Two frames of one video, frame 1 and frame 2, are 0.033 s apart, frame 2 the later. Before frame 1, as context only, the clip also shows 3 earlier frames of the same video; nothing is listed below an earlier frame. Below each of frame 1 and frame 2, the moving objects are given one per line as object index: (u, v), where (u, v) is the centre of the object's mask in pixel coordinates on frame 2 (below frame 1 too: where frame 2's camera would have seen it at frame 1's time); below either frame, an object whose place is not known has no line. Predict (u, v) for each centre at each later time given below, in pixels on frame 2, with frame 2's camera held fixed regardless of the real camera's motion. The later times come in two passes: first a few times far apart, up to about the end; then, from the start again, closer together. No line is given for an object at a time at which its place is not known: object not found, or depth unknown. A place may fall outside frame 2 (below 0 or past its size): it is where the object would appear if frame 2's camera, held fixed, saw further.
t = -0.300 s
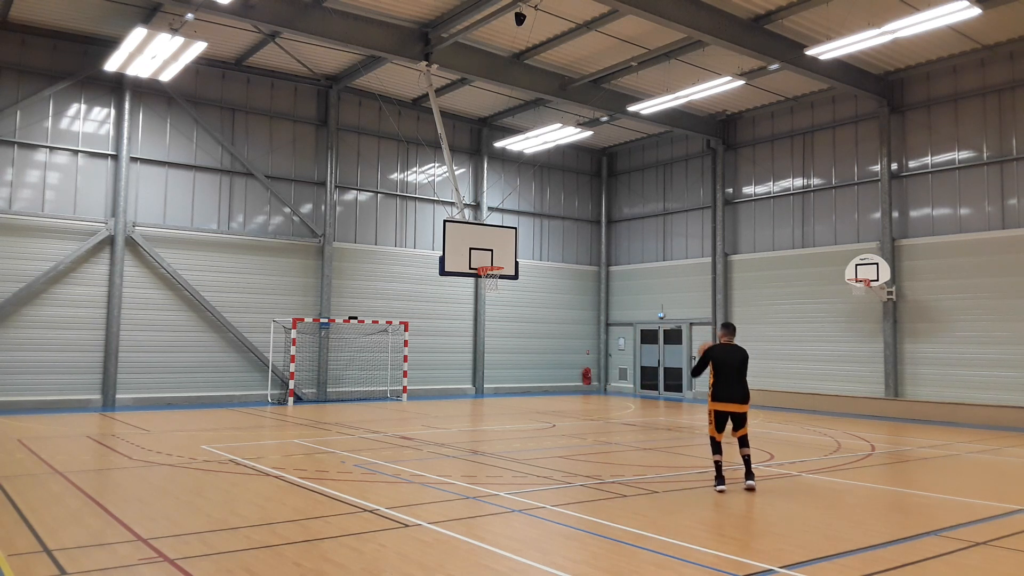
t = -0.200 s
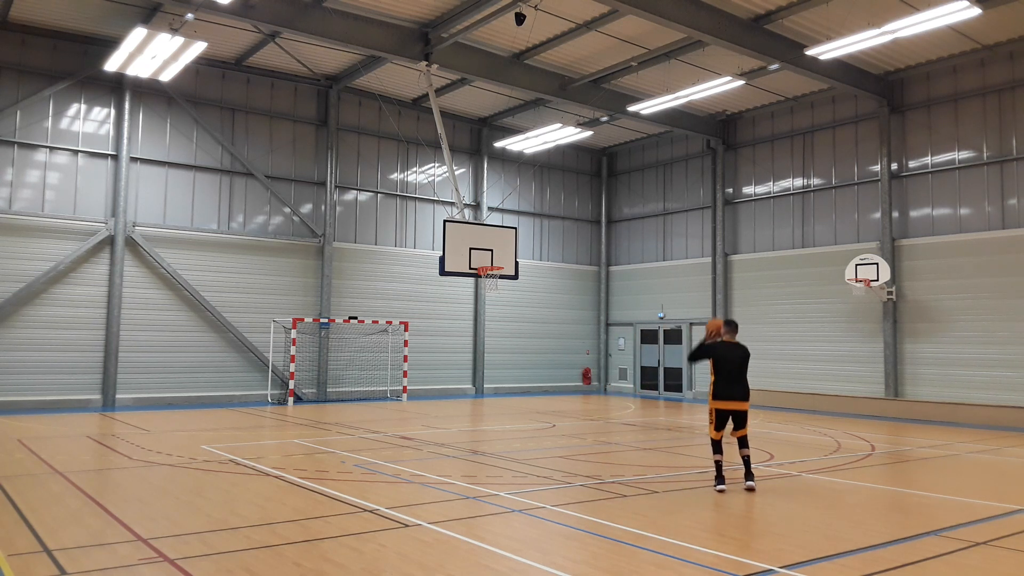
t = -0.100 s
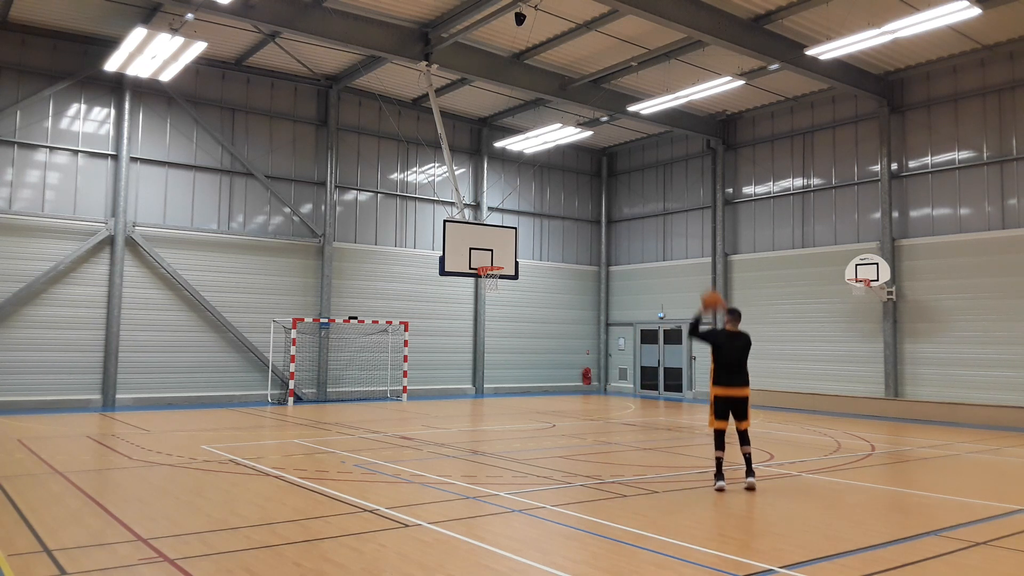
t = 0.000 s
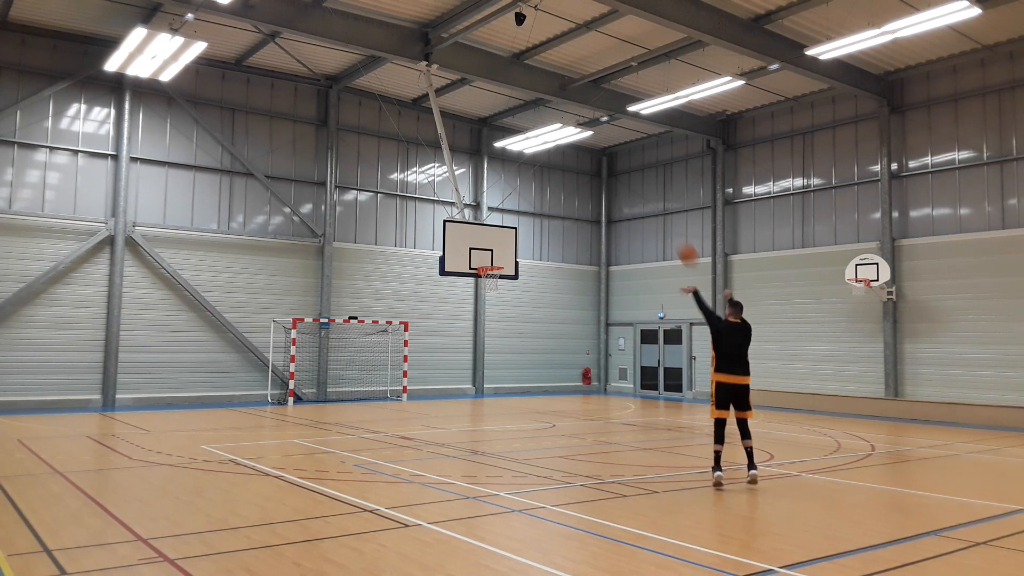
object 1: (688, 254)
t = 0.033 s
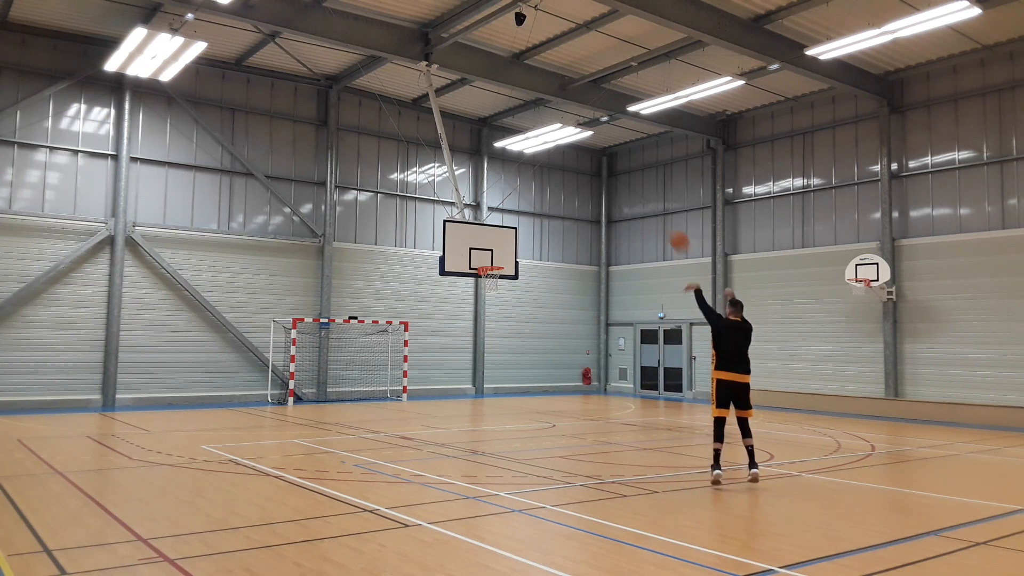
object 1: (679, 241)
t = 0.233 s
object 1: (633, 182)
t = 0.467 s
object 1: (591, 158)
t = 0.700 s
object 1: (555, 167)
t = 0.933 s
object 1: (526, 202)
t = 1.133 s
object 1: (505, 249)
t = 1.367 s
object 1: (492, 249)
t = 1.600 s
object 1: (506, 246)
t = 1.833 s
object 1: (523, 269)
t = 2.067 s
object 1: (540, 321)
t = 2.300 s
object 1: (557, 405)
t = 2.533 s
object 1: (568, 369)
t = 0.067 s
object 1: (671, 229)
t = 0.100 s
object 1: (663, 217)
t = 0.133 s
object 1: (655, 207)
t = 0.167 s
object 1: (647, 197)
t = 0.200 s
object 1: (640, 190)
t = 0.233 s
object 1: (633, 182)
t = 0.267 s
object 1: (626, 177)
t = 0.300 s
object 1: (619, 172)
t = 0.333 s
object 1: (614, 168)
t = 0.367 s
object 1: (607, 164)
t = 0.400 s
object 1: (602, 161)
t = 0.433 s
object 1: (596, 159)
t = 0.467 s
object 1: (591, 158)
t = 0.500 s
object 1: (585, 157)
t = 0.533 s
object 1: (580, 157)
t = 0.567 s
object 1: (575, 158)
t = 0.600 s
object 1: (570, 159)
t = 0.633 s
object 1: (565, 161)
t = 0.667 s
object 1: (561, 163)
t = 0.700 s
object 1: (555, 167)
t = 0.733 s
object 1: (551, 170)
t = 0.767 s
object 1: (547, 174)
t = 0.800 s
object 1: (543, 178)
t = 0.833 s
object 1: (538, 184)
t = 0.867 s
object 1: (534, 190)
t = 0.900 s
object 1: (530, 195)
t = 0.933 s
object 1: (526, 202)
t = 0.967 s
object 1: (522, 209)
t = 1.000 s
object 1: (519, 216)
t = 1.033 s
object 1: (515, 224)
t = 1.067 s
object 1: (512, 232)
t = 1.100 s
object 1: (508, 240)
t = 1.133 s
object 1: (505, 249)
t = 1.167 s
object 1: (502, 258)
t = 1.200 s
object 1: (500, 260)
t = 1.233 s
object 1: (498, 256)
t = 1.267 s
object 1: (497, 254)
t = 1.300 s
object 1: (495, 252)
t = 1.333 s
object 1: (493, 250)
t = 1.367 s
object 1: (492, 249)
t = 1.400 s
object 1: (492, 248)
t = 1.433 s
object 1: (494, 246)
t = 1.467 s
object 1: (497, 245)
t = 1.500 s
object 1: (499, 245)
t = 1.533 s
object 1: (501, 245)
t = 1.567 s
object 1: (504, 245)
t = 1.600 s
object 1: (506, 246)
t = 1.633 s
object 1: (508, 248)
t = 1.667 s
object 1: (511, 250)
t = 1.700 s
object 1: (513, 252)
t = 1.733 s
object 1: (516, 256)
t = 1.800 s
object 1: (521, 264)
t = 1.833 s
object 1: (523, 269)
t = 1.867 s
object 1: (525, 275)
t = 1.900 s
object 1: (528, 281)
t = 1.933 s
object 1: (530, 288)
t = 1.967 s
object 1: (532, 295)
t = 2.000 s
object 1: (535, 303)
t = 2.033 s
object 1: (537, 312)
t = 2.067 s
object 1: (540, 321)
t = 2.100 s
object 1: (542, 332)
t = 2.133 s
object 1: (544, 342)
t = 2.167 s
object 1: (547, 353)
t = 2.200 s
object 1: (549, 365)
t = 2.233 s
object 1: (552, 378)
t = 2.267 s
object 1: (555, 391)
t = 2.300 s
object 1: (557, 405)
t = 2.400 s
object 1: (563, 407)
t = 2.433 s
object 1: (564, 398)
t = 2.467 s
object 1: (565, 387)
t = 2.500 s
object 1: (566, 377)
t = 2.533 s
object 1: (568, 369)
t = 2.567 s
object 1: (569, 361)
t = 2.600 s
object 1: (570, 353)
